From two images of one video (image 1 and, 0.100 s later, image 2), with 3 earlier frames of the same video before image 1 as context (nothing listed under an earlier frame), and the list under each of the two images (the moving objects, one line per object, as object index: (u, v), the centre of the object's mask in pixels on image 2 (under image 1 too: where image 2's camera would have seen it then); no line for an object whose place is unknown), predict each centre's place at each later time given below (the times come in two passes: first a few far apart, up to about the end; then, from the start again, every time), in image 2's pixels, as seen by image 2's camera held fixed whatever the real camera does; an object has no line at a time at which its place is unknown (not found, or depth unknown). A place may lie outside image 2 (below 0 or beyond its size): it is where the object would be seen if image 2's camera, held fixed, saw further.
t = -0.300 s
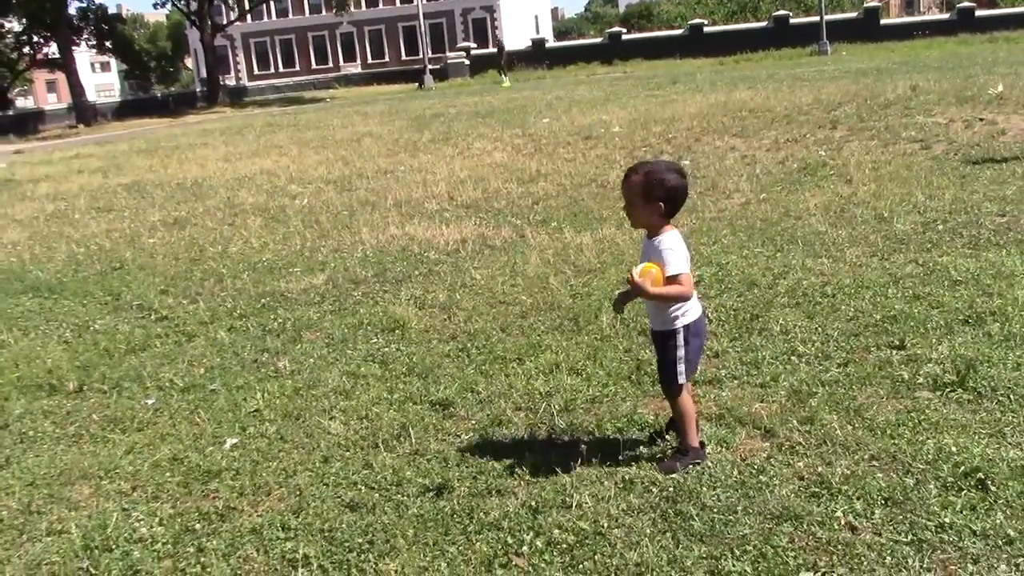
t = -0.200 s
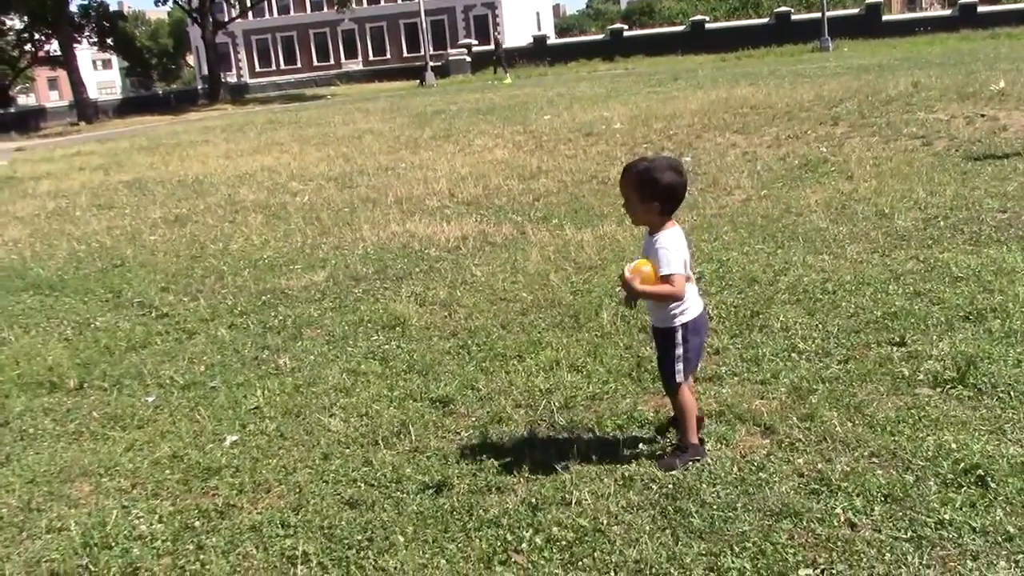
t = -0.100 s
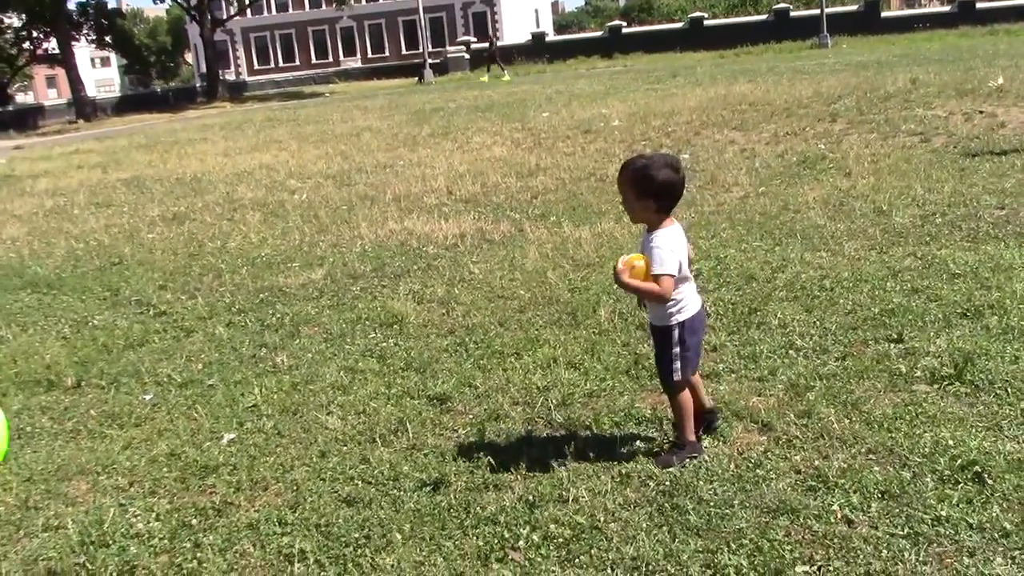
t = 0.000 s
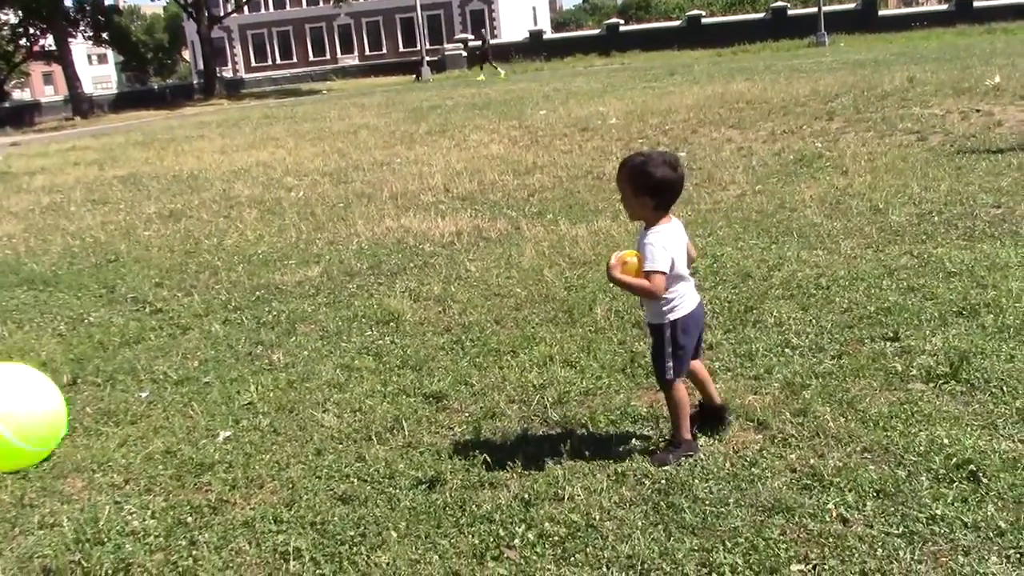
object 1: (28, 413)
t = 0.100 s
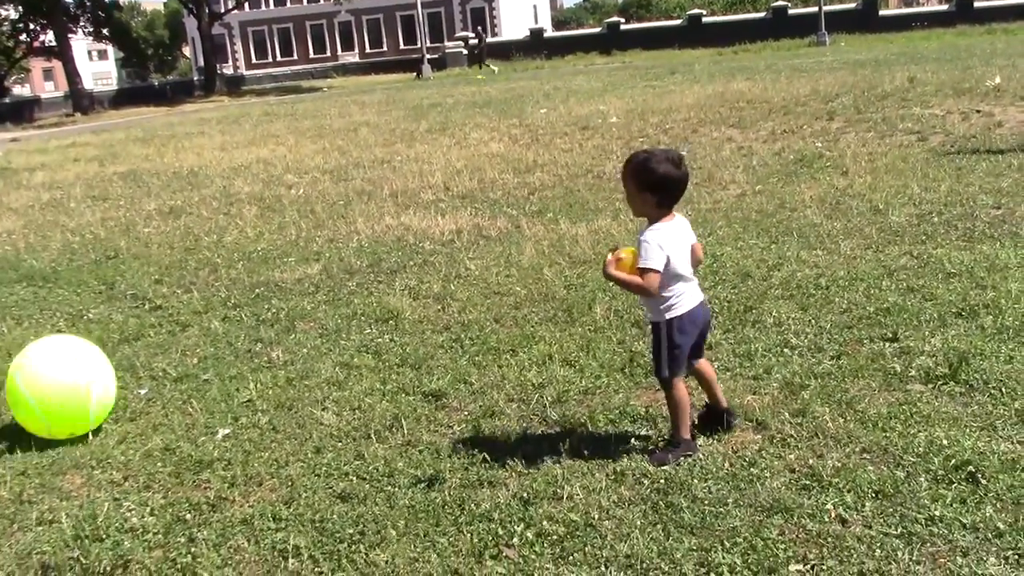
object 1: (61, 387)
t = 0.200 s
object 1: (105, 370)
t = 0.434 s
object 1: (173, 340)
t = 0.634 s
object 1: (210, 320)
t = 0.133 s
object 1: (77, 382)
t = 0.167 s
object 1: (92, 377)
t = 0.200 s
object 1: (105, 370)
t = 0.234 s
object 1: (117, 362)
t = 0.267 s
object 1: (128, 356)
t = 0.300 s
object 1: (138, 351)
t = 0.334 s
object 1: (148, 348)
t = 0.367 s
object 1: (156, 346)
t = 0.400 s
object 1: (165, 344)
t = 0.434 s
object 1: (173, 340)
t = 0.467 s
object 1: (180, 334)
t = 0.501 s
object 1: (187, 330)
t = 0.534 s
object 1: (193, 326)
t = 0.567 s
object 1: (199, 324)
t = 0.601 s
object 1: (205, 322)
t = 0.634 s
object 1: (210, 320)
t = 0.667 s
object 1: (214, 319)
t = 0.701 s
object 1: (219, 318)
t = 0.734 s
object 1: (224, 315)
